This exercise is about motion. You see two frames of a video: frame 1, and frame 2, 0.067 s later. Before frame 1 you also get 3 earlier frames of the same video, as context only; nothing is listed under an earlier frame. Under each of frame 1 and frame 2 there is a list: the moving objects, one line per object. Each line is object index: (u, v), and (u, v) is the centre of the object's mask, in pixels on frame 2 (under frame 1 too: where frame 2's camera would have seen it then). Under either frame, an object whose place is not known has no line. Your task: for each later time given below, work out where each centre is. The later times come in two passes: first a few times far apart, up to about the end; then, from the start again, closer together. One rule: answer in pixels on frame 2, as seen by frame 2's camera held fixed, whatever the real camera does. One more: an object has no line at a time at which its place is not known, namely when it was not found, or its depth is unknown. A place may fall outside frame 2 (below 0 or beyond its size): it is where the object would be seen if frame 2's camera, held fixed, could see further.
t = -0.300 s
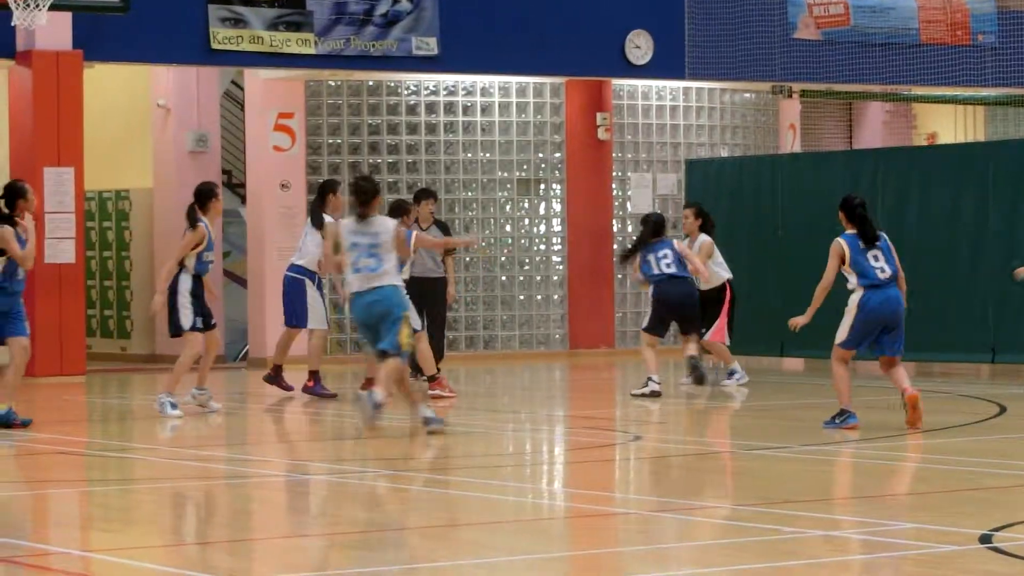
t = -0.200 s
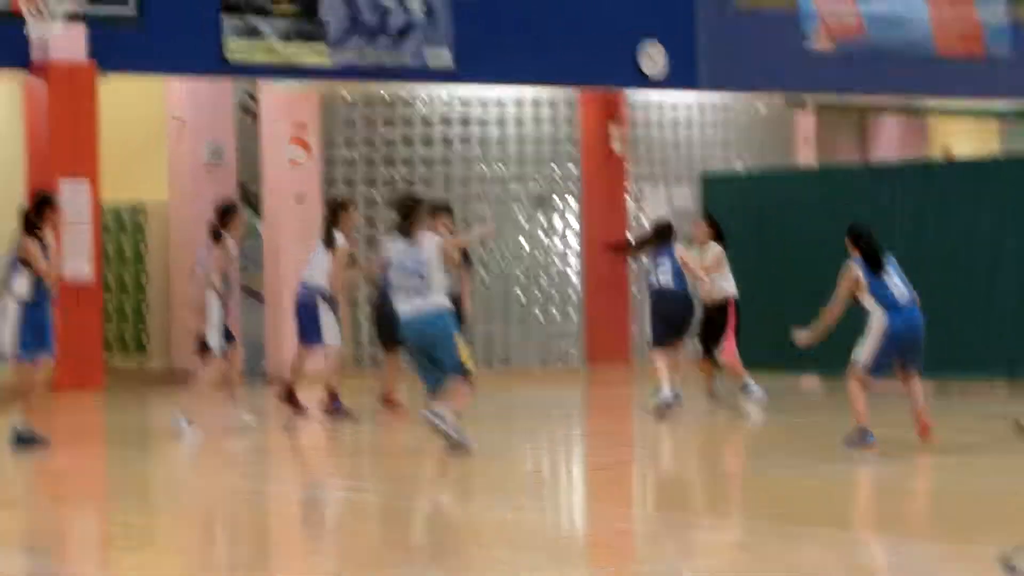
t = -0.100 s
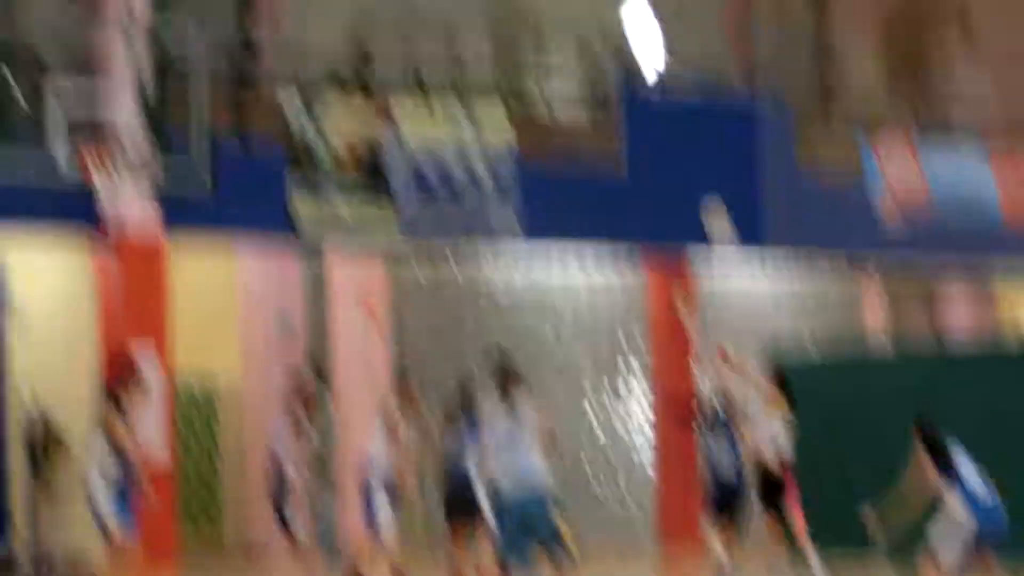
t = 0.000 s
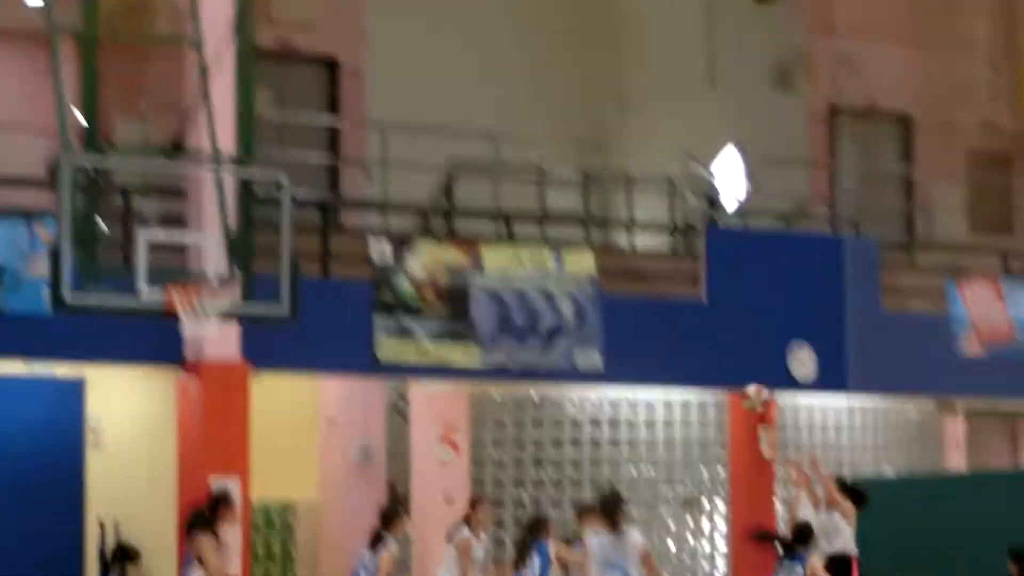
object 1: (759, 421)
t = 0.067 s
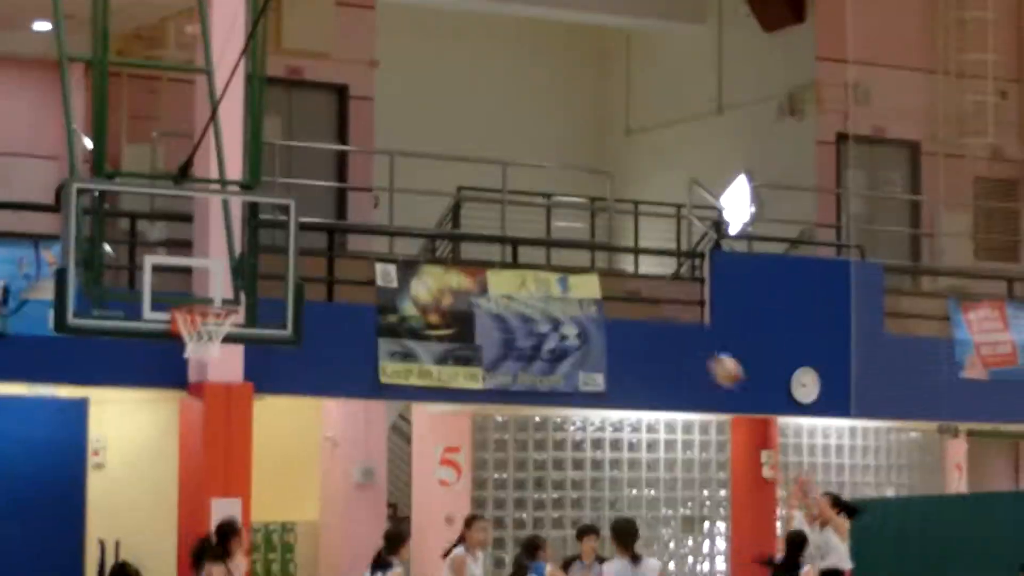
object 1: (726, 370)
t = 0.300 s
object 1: (615, 238)
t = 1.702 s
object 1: (411, 256)
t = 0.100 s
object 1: (710, 347)
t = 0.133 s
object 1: (694, 326)
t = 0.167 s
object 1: (679, 306)
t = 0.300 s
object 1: (615, 238)
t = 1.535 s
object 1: (347, 226)
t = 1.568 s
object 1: (359, 228)
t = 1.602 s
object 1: (373, 232)
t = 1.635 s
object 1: (385, 240)
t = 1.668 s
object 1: (396, 248)
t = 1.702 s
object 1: (411, 256)
